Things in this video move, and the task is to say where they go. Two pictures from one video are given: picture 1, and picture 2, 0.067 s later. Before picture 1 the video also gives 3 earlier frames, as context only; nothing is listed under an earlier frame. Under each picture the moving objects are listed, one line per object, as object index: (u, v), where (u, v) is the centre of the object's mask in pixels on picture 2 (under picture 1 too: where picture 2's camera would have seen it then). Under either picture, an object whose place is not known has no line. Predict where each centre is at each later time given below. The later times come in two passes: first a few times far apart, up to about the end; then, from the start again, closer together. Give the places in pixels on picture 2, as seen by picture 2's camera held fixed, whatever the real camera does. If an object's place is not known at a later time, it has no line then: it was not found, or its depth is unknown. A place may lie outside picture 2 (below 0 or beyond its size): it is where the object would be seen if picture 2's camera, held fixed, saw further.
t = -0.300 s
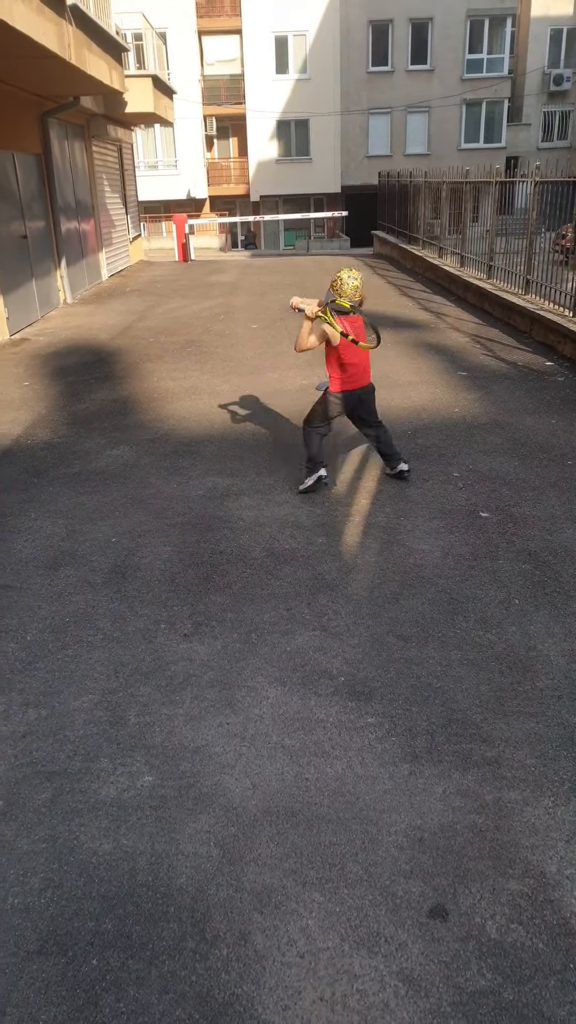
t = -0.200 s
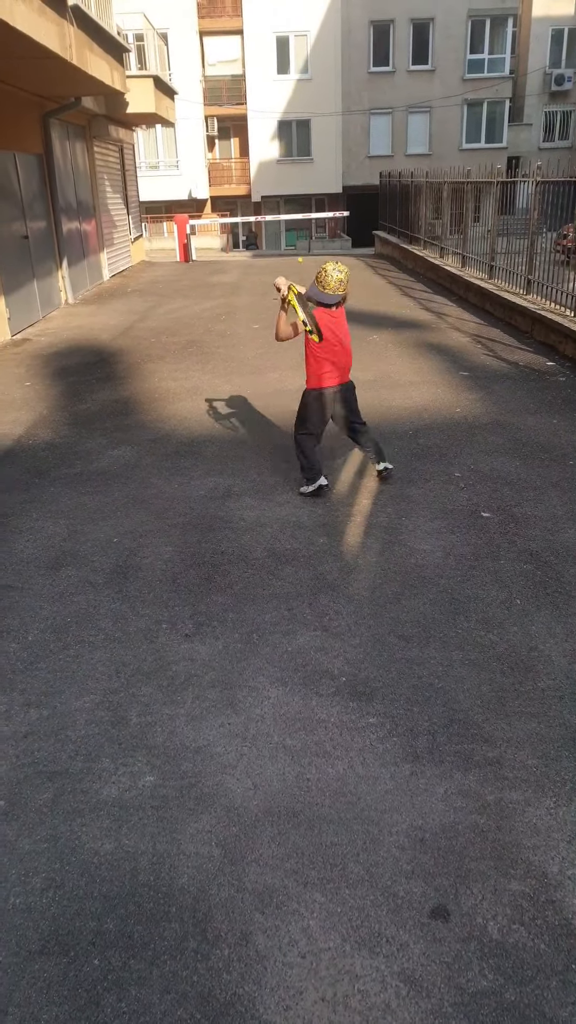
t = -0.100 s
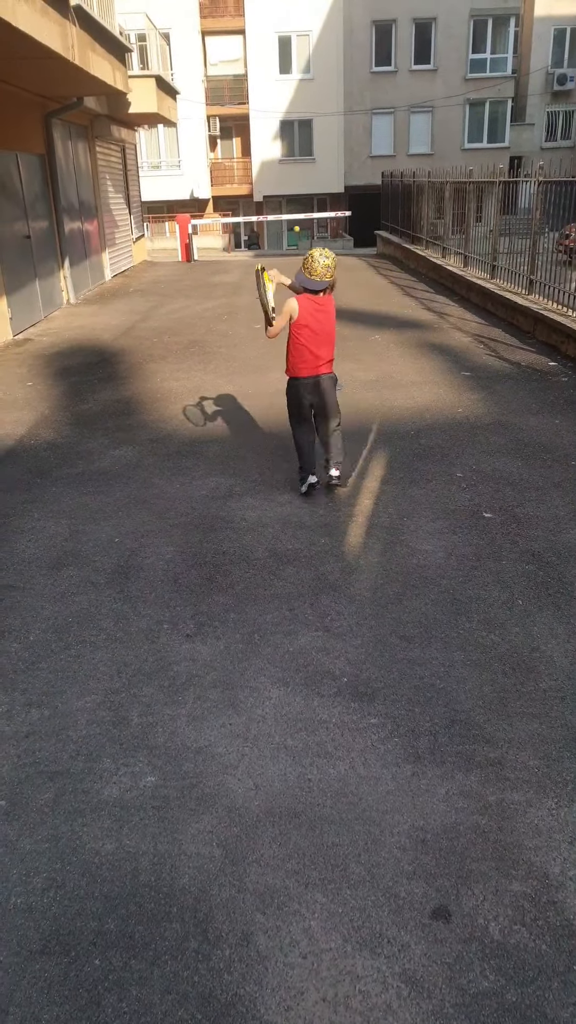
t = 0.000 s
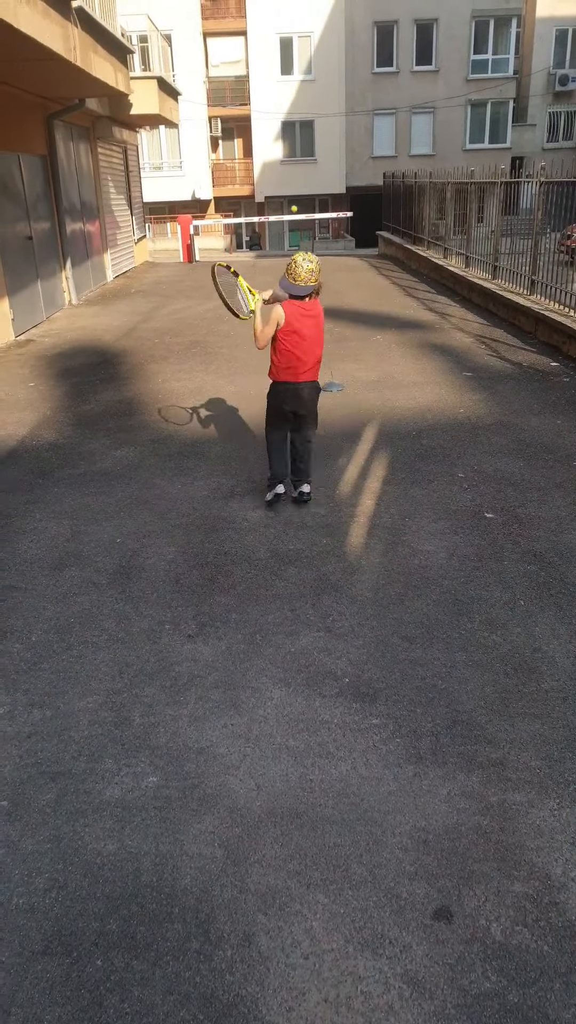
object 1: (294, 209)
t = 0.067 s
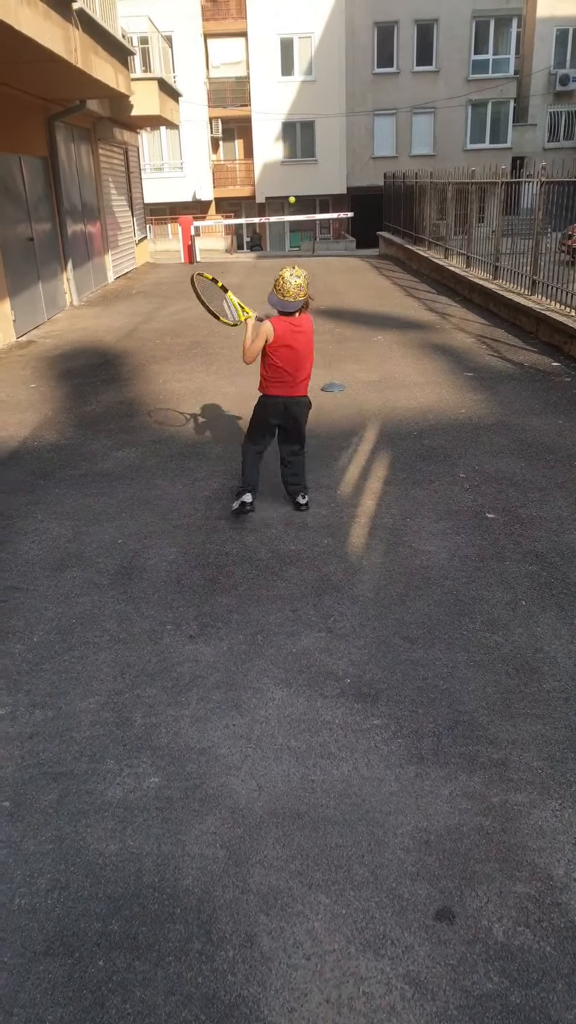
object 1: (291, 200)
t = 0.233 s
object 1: (283, 193)
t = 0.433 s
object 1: (272, 230)
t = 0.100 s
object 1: (290, 197)
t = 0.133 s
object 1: (288, 195)
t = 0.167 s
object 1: (287, 193)
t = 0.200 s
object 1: (286, 192)
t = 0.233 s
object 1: (283, 193)
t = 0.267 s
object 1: (282, 196)
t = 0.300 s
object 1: (281, 199)
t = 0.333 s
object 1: (278, 205)
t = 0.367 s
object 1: (276, 211)
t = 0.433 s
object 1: (272, 230)
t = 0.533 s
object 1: (267, 273)
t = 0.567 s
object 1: (265, 290)
